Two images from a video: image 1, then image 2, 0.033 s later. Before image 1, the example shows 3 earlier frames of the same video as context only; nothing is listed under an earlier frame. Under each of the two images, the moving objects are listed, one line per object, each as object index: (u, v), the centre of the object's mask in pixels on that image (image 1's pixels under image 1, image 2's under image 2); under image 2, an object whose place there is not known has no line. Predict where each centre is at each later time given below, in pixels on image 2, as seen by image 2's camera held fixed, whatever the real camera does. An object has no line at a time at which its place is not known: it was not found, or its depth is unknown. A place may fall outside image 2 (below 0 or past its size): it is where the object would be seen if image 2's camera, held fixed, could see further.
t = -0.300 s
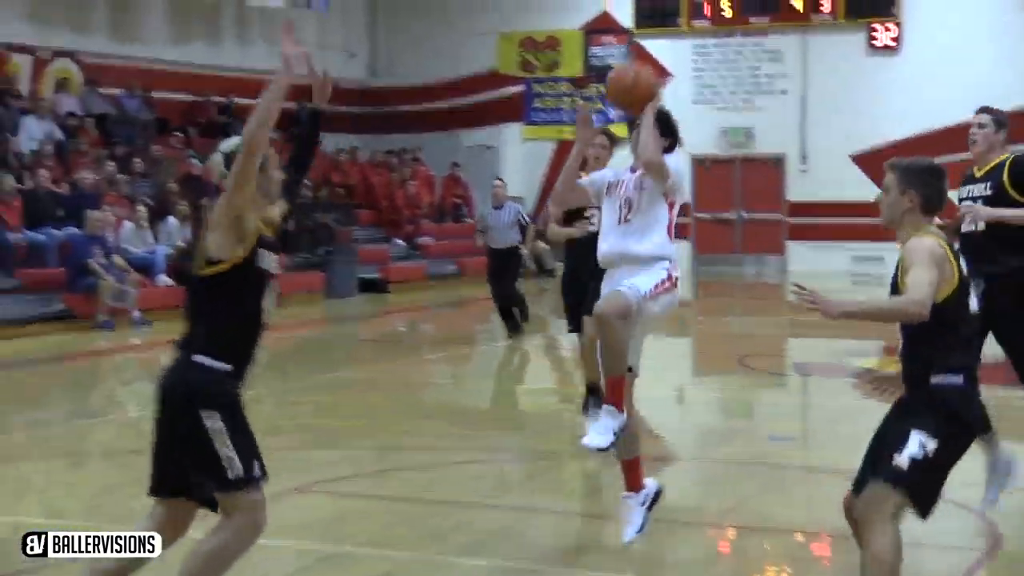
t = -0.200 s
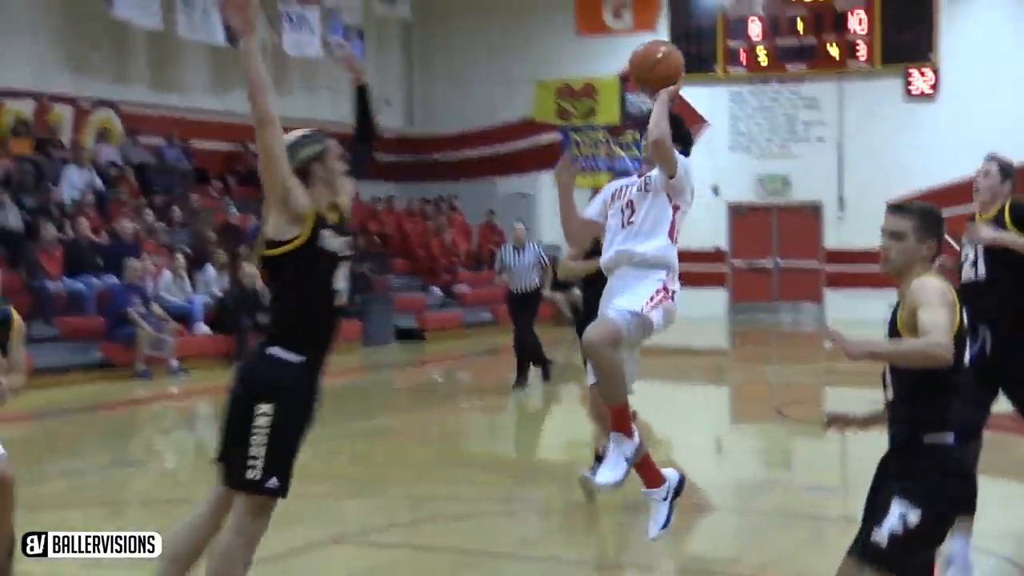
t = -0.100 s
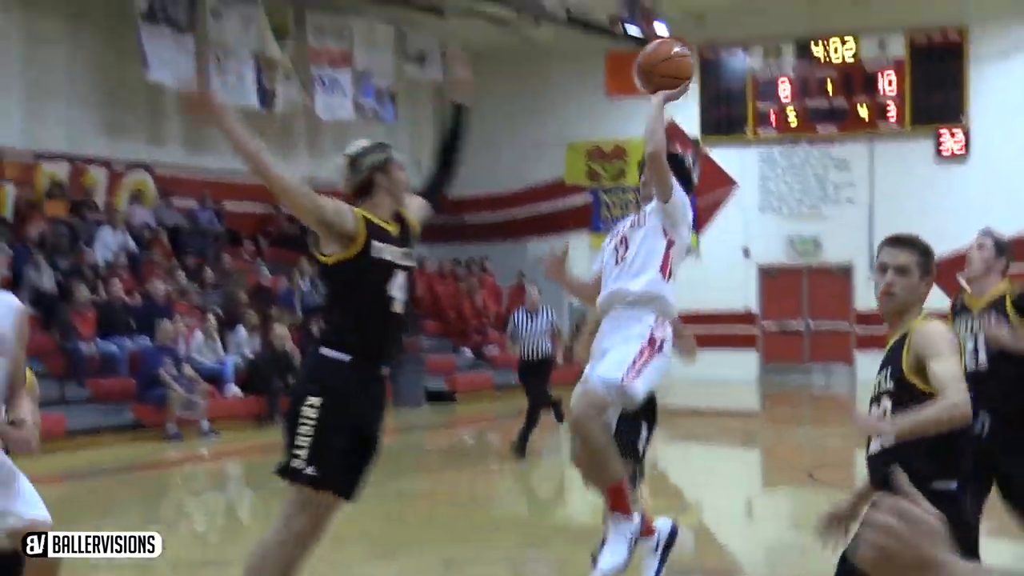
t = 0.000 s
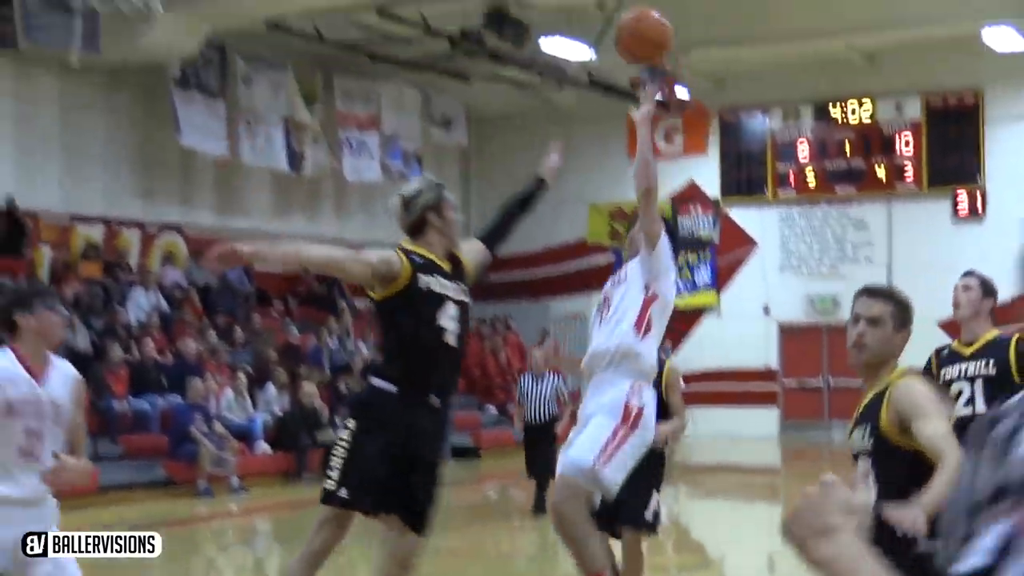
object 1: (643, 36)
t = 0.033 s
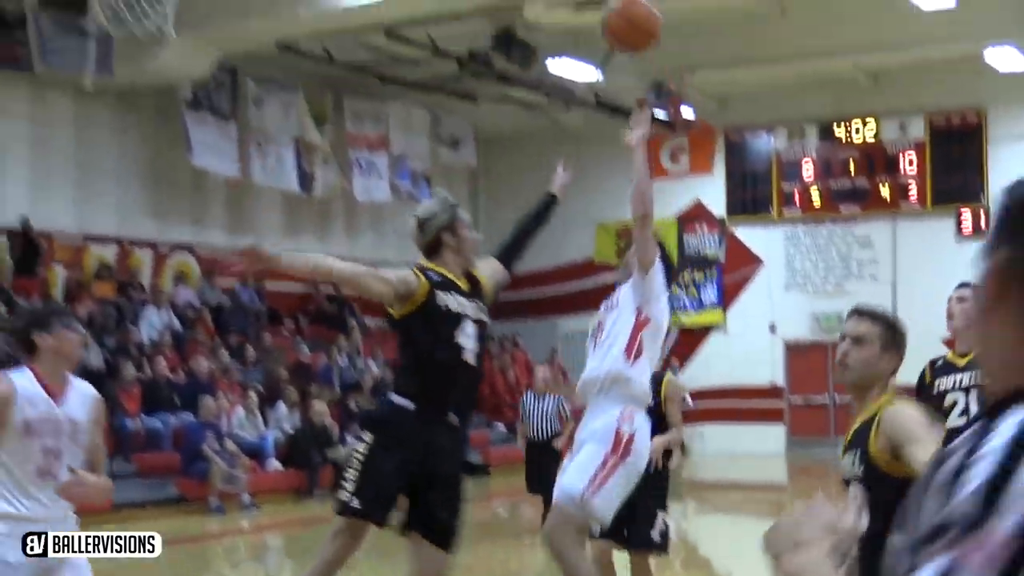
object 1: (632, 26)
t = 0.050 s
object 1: (624, 10)
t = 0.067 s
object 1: (615, -6)
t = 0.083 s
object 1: (606, -20)
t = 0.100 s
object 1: (598, -35)
